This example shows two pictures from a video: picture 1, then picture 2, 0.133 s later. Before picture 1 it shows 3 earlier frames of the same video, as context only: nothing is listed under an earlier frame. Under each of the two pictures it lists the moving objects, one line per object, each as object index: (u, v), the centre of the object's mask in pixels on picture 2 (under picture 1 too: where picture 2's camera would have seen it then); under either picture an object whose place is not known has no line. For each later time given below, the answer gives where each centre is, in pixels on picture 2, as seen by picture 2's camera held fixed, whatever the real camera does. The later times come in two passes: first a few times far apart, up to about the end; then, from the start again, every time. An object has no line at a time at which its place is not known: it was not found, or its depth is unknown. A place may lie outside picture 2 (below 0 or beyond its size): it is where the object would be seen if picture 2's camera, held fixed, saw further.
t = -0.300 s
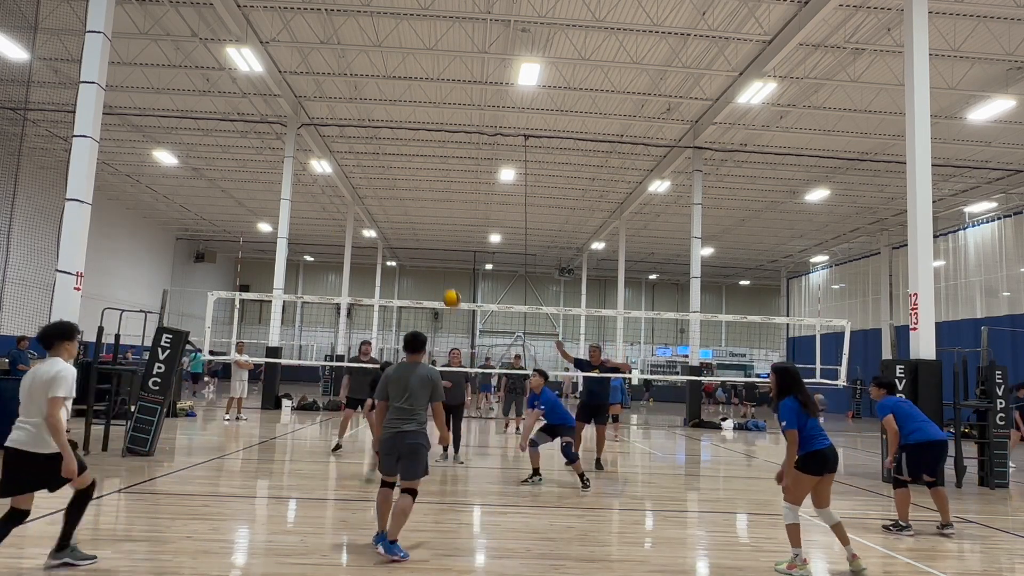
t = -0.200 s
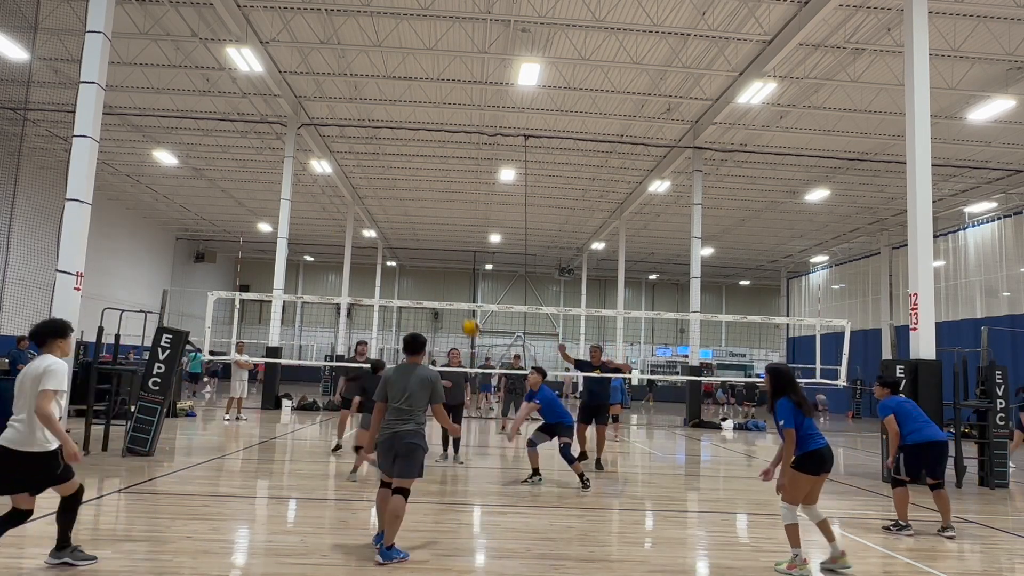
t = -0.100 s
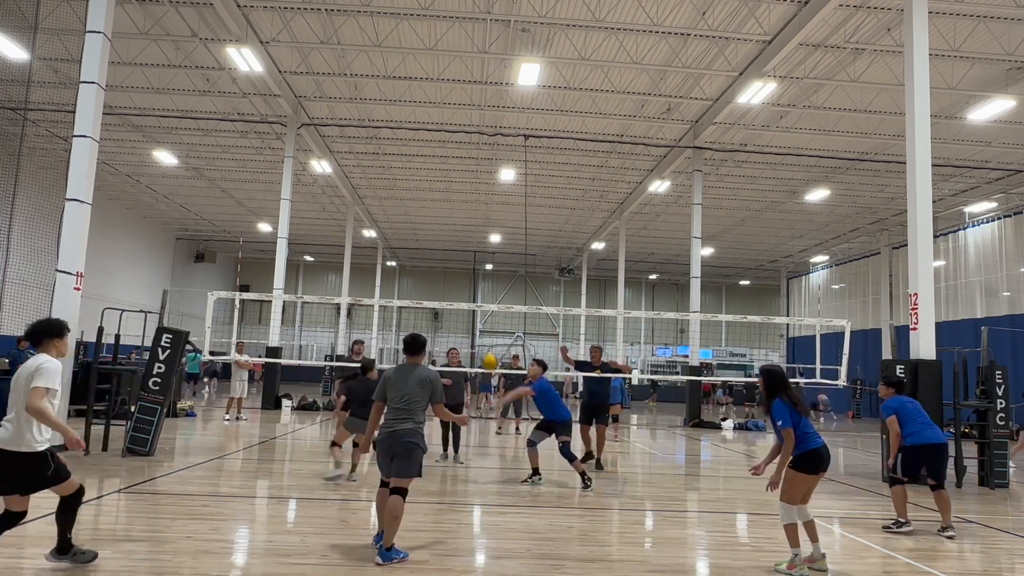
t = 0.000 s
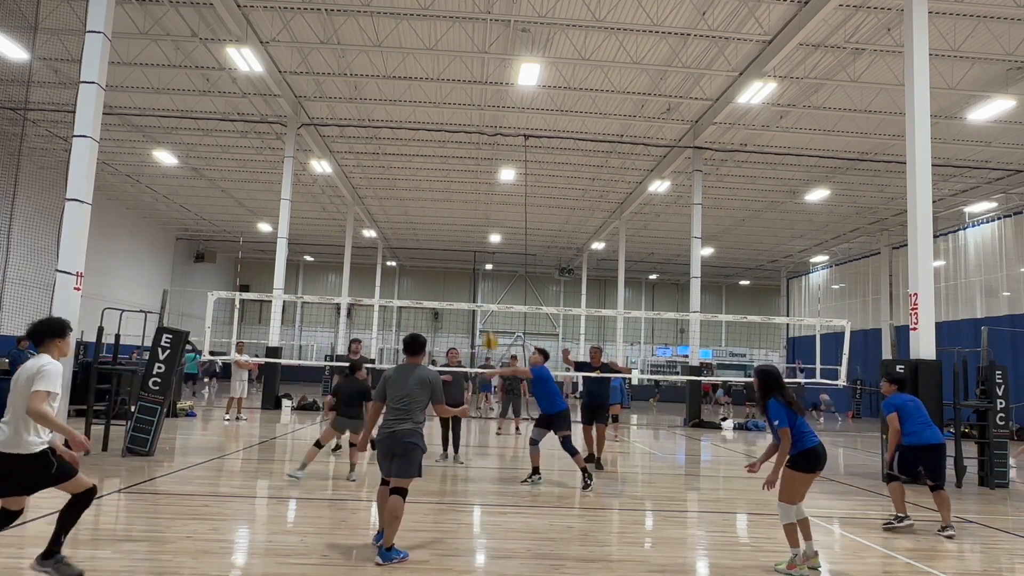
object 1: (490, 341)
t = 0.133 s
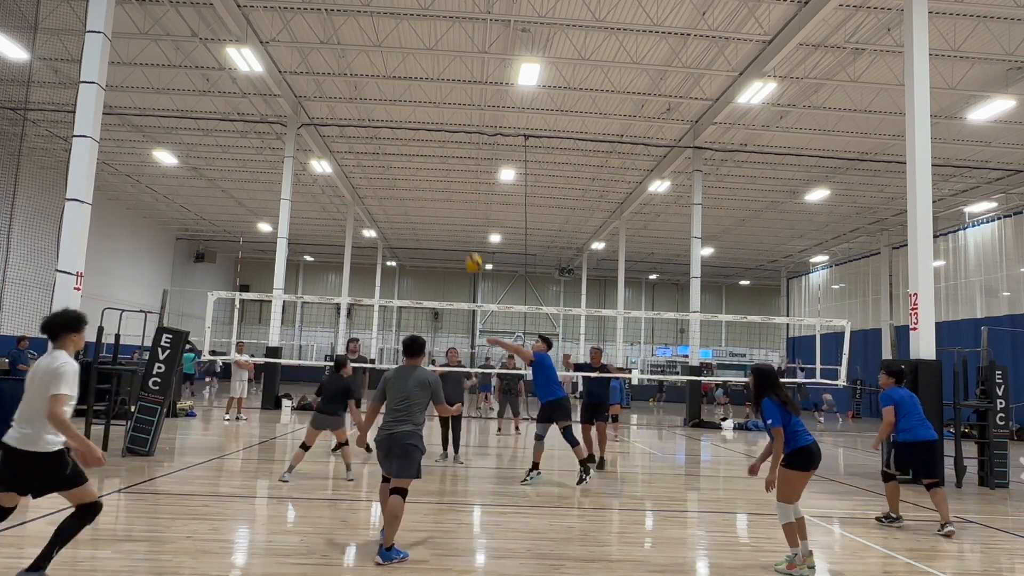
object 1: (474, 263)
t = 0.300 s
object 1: (453, 188)
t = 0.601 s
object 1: (417, 113)
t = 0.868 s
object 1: (382, 102)
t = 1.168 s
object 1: (338, 157)
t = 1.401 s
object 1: (300, 248)
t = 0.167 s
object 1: (469, 246)
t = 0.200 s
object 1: (466, 230)
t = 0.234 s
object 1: (461, 214)
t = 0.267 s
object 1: (457, 200)
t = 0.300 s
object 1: (453, 188)
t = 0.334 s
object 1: (449, 177)
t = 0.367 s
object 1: (446, 165)
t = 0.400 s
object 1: (442, 154)
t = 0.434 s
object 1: (437, 146)
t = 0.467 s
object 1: (434, 138)
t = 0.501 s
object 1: (429, 130)
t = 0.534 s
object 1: (425, 123)
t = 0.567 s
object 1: (421, 118)
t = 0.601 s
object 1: (417, 113)
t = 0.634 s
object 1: (413, 109)
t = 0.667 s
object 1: (409, 105)
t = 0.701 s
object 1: (404, 103)
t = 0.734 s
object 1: (400, 101)
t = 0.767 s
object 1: (395, 100)
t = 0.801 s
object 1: (391, 100)
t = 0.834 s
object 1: (387, 101)
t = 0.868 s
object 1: (382, 102)
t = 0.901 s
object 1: (377, 105)
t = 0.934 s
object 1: (372, 109)
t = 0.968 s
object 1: (367, 113)
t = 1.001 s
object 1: (363, 118)
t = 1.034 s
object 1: (358, 124)
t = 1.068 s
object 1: (354, 130)
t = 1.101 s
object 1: (348, 138)
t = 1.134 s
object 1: (343, 147)
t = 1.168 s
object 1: (338, 157)
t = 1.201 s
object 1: (333, 167)
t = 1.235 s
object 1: (328, 180)
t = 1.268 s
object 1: (323, 190)
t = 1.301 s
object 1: (317, 205)
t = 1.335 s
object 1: (312, 218)
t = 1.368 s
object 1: (305, 233)
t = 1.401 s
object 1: (300, 248)
